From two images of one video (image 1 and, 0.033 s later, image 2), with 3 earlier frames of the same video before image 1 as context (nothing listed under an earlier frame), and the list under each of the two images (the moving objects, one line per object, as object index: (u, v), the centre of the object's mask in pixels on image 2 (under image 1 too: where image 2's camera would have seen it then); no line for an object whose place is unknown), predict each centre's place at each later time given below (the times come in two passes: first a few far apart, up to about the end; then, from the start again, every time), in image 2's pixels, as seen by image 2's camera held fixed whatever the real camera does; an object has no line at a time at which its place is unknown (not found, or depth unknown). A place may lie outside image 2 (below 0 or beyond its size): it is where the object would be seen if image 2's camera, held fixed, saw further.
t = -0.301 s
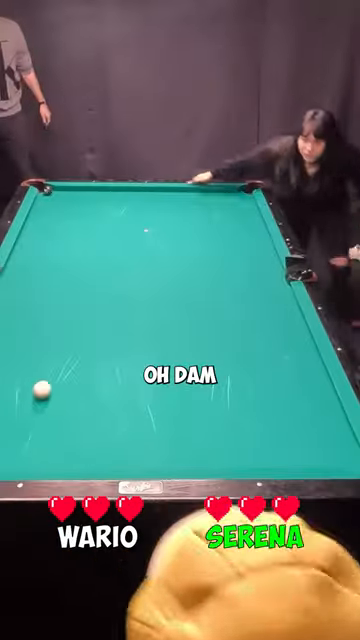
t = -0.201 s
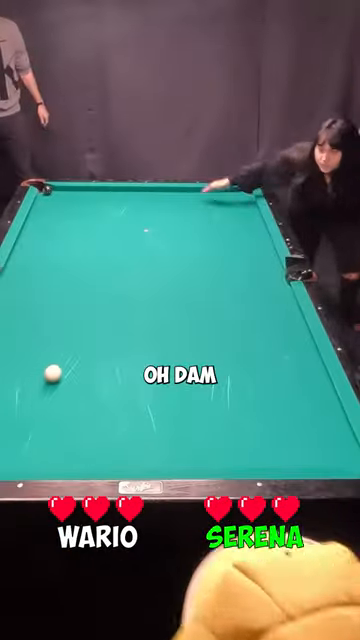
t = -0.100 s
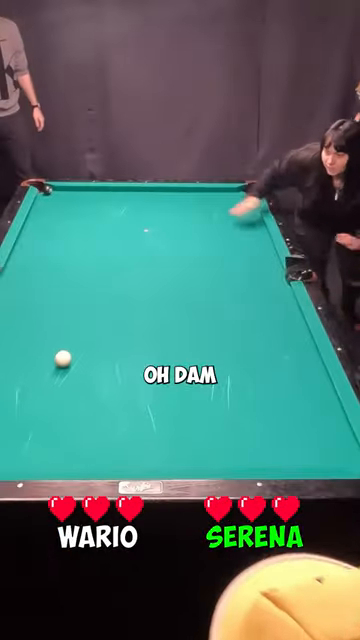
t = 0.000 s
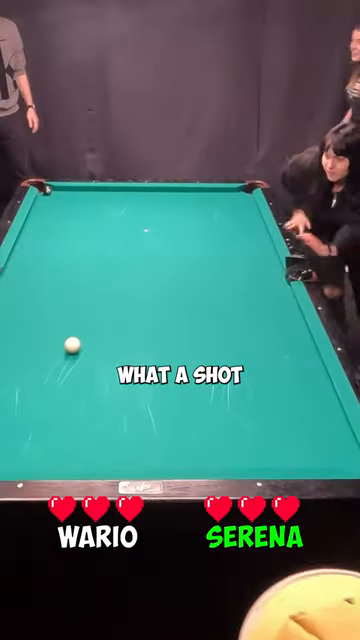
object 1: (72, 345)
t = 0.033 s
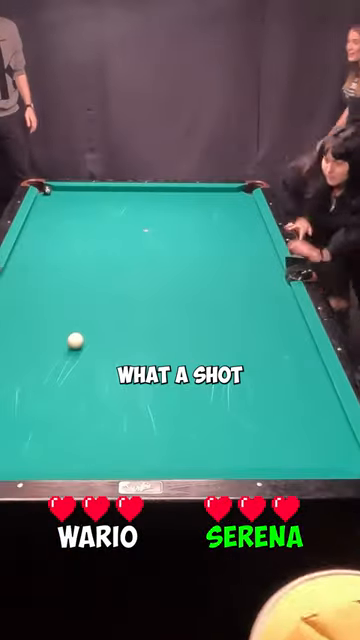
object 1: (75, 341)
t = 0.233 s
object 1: (91, 317)
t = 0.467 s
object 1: (107, 293)
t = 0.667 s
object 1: (119, 275)
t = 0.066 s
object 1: (78, 336)
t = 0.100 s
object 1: (80, 332)
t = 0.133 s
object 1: (83, 328)
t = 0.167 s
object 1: (86, 324)
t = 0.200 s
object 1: (88, 321)
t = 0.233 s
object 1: (91, 317)
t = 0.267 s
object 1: (93, 313)
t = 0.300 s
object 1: (96, 310)
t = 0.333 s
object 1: (98, 306)
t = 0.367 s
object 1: (100, 303)
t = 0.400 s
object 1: (103, 299)
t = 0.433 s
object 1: (105, 296)
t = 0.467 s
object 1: (107, 293)
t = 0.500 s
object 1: (109, 290)
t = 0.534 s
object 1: (111, 287)
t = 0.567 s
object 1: (113, 283)
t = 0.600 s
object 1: (115, 281)
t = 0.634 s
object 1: (117, 278)
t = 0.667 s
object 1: (119, 275)
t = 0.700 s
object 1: (121, 272)
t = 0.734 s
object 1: (123, 269)
